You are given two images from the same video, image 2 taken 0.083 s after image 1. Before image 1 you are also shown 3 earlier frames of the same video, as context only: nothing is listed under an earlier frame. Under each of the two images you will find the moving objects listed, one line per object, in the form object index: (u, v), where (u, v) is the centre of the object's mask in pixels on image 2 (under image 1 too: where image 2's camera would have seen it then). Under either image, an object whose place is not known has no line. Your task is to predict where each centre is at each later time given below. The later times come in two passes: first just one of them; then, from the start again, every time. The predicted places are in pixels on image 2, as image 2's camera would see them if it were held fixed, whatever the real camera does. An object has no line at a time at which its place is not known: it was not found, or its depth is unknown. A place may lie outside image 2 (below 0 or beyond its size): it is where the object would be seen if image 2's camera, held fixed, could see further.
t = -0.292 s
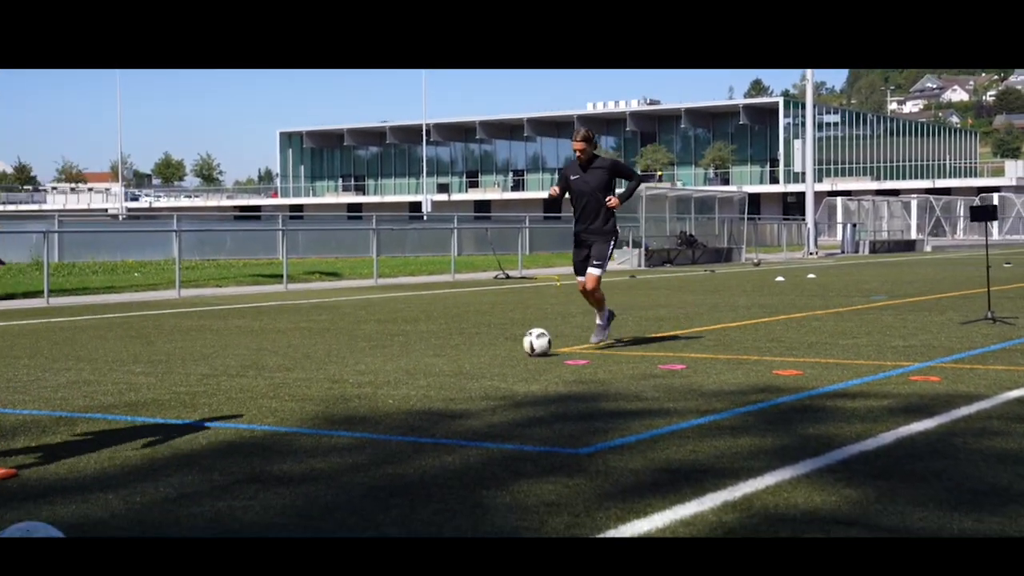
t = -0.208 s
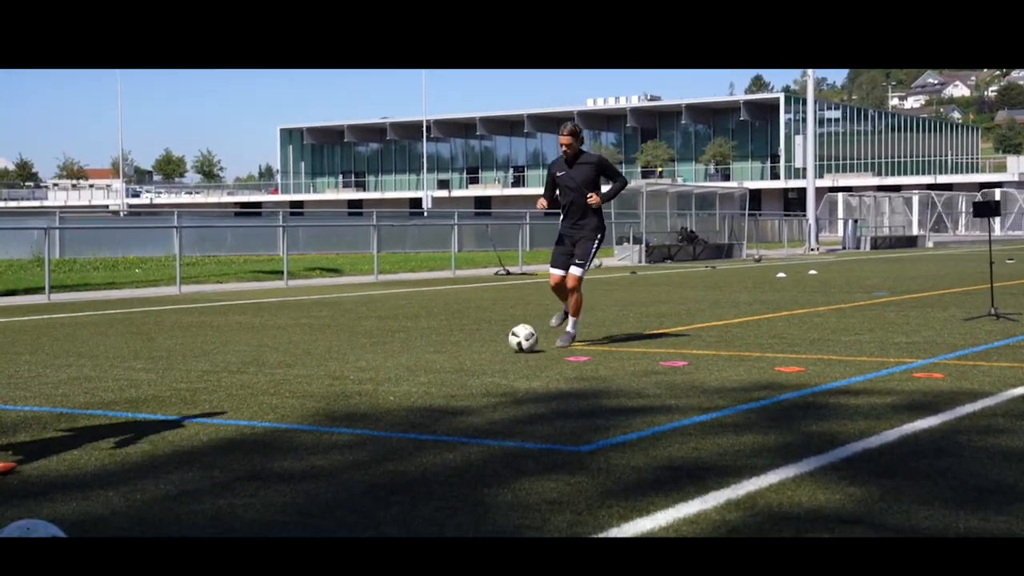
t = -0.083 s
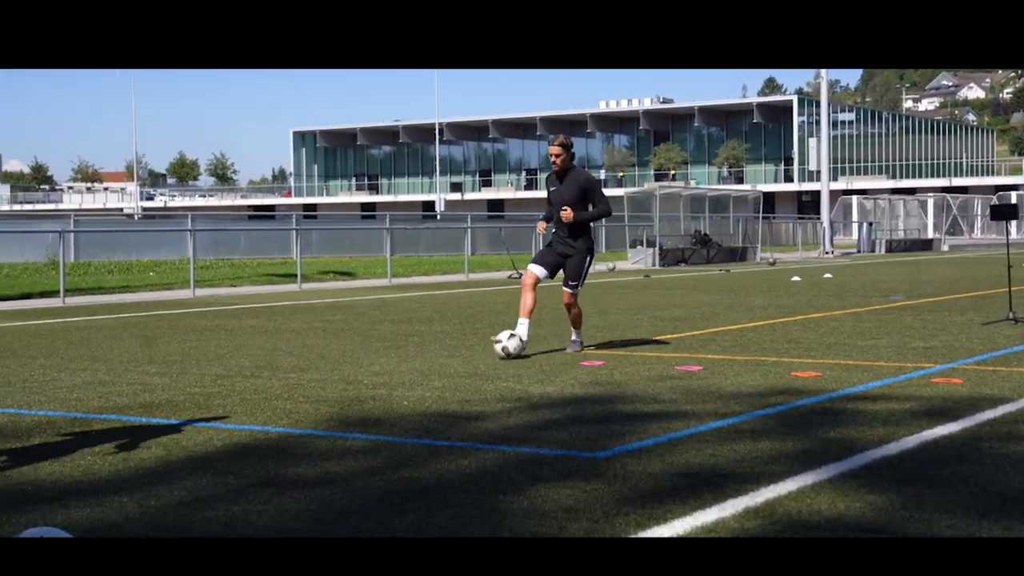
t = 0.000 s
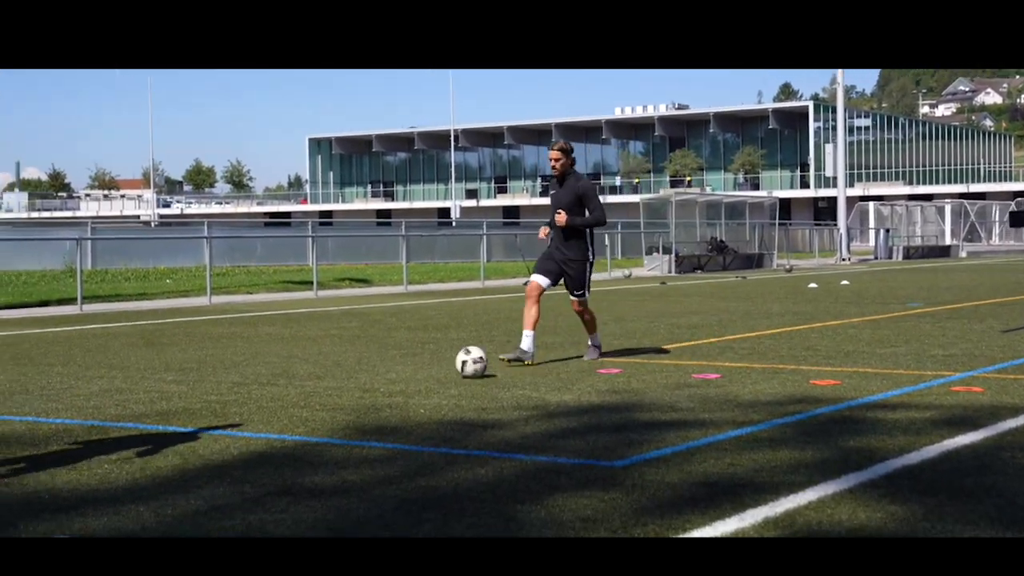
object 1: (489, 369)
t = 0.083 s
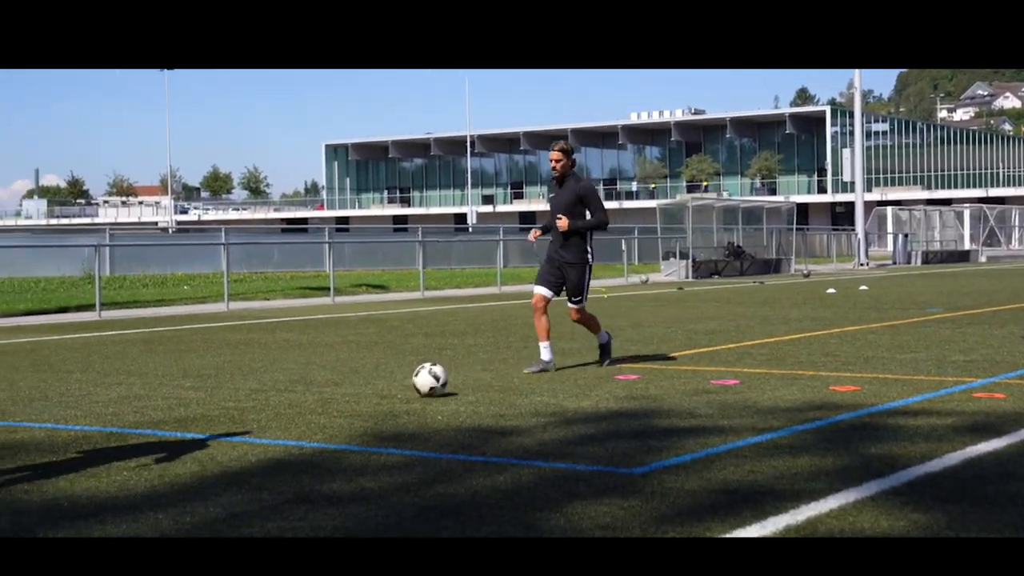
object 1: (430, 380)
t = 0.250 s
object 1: (293, 407)
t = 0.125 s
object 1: (398, 386)
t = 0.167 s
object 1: (365, 392)
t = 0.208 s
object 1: (330, 400)
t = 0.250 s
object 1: (293, 407)
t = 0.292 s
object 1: (254, 415)
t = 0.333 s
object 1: (213, 422)
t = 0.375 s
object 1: (170, 432)
